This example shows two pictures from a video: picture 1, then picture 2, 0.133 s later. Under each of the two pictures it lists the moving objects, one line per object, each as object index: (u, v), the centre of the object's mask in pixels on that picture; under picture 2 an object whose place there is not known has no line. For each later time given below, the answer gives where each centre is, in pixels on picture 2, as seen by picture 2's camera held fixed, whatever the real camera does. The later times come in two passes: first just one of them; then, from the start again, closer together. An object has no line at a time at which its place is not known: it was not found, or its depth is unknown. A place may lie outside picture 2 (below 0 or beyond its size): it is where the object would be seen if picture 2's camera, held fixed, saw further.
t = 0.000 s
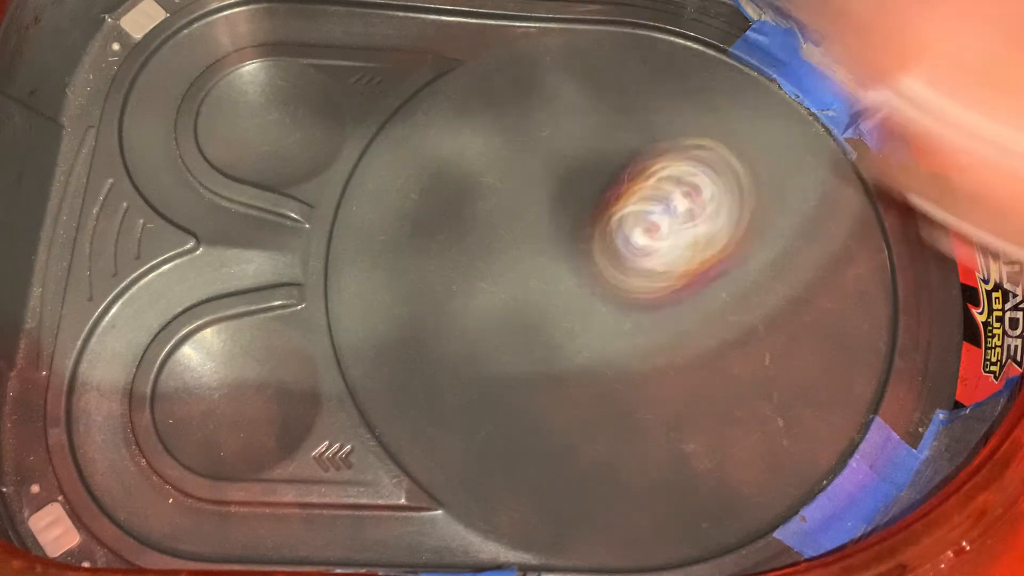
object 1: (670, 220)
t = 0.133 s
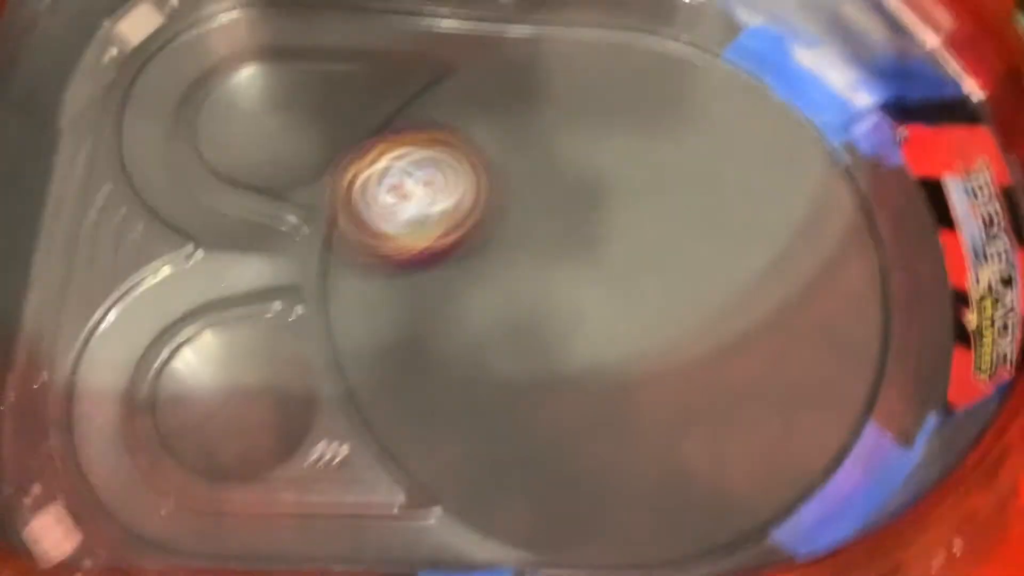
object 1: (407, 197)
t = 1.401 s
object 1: (797, 258)
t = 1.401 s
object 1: (797, 258)
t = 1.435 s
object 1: (782, 192)
